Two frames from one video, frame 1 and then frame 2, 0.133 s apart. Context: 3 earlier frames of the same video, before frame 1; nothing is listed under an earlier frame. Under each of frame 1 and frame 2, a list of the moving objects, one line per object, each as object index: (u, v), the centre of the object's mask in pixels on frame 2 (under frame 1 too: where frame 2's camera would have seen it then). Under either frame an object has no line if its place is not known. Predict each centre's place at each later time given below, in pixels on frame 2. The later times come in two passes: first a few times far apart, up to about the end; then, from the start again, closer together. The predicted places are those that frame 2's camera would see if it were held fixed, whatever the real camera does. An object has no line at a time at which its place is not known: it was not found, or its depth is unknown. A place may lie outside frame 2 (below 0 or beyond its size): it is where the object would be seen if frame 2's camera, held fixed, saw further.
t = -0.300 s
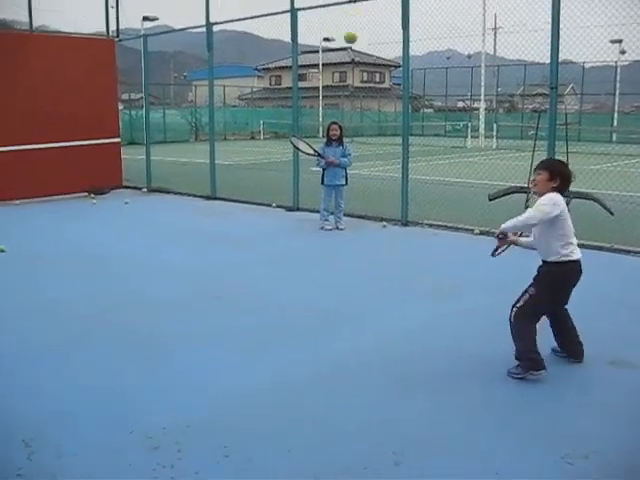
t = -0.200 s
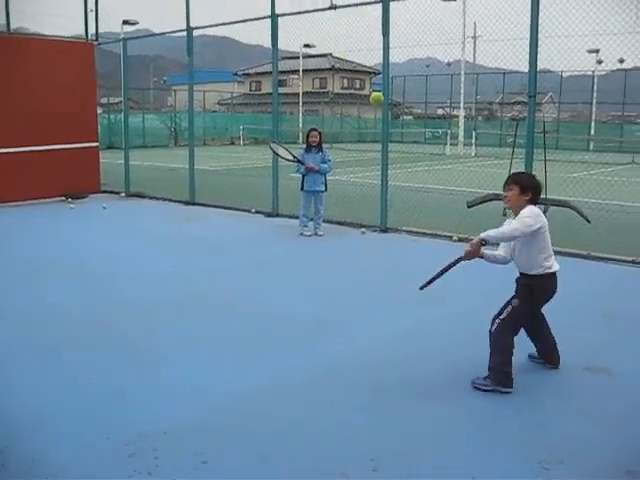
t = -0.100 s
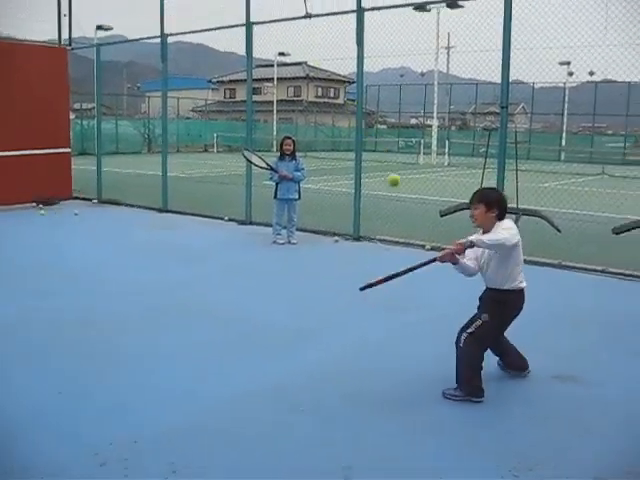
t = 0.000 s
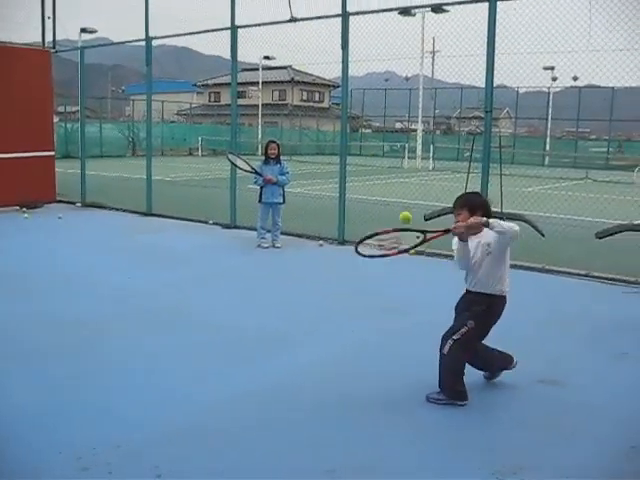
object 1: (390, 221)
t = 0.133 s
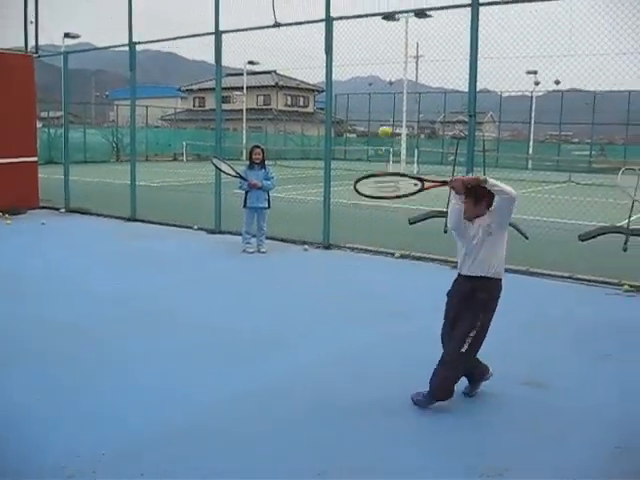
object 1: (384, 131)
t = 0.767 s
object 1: (358, 155)
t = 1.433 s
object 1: (329, 173)
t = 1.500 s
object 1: (327, 169)
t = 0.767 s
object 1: (358, 155)
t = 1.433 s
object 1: (329, 173)
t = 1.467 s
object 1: (328, 170)
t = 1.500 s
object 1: (327, 169)
